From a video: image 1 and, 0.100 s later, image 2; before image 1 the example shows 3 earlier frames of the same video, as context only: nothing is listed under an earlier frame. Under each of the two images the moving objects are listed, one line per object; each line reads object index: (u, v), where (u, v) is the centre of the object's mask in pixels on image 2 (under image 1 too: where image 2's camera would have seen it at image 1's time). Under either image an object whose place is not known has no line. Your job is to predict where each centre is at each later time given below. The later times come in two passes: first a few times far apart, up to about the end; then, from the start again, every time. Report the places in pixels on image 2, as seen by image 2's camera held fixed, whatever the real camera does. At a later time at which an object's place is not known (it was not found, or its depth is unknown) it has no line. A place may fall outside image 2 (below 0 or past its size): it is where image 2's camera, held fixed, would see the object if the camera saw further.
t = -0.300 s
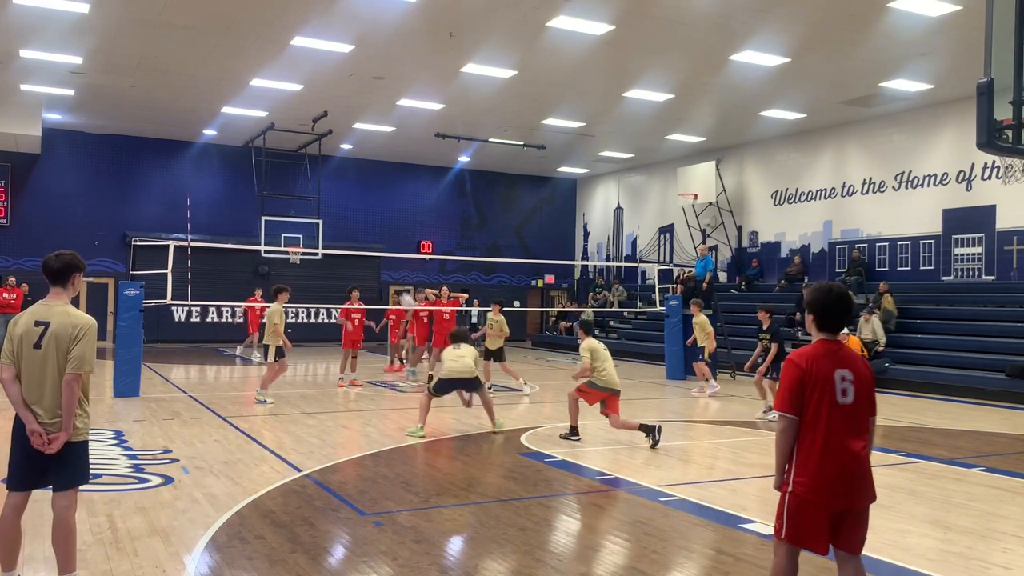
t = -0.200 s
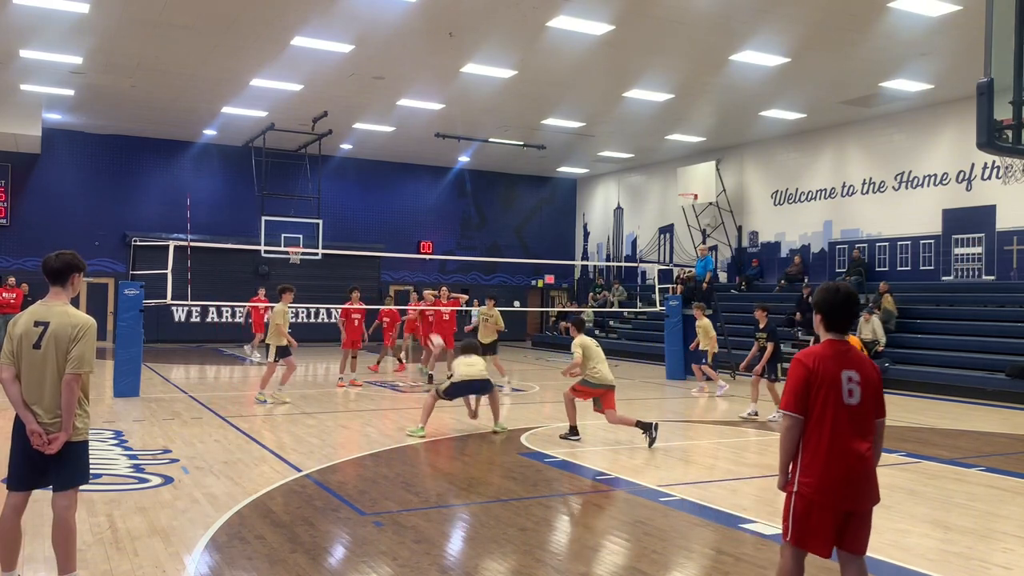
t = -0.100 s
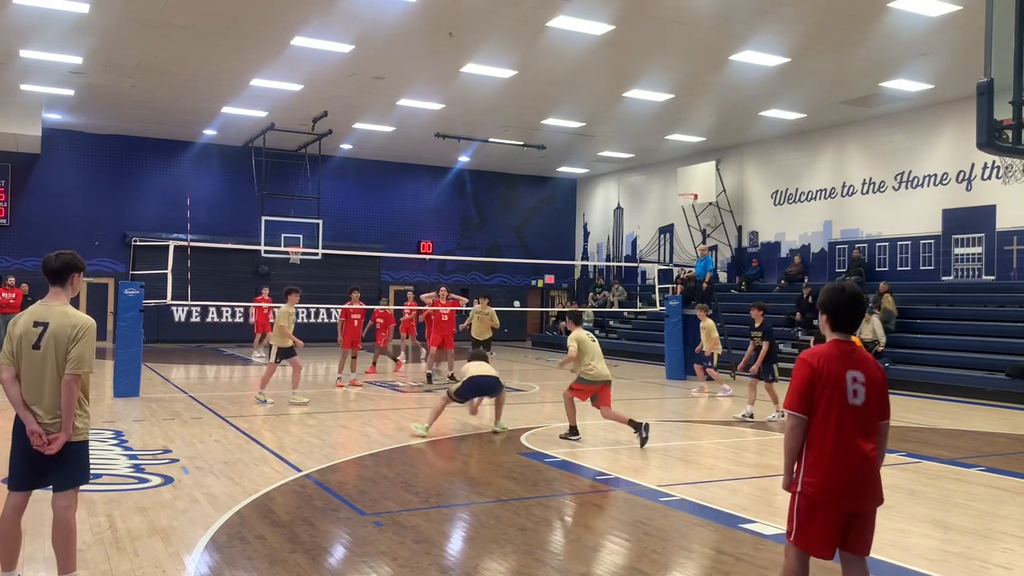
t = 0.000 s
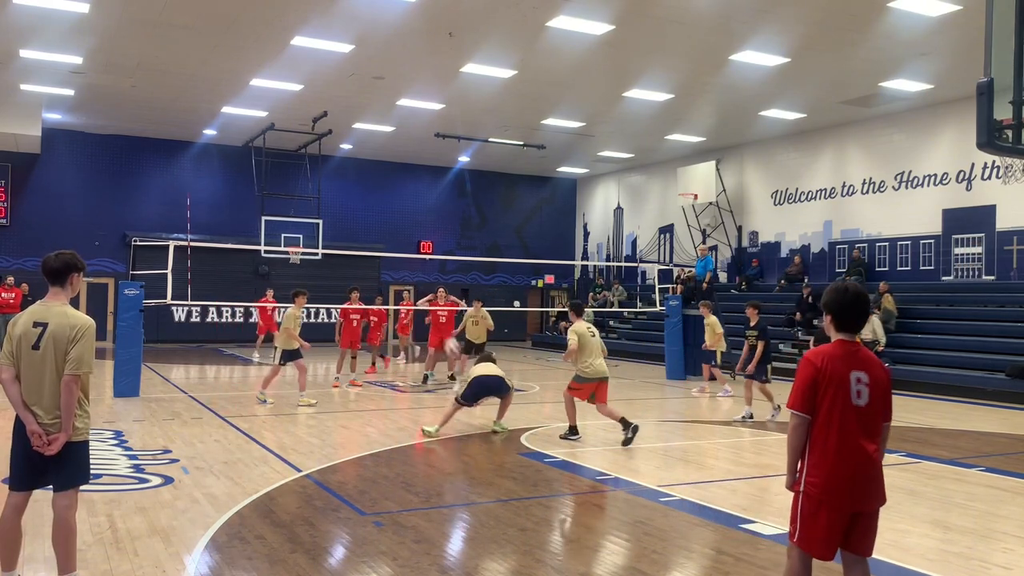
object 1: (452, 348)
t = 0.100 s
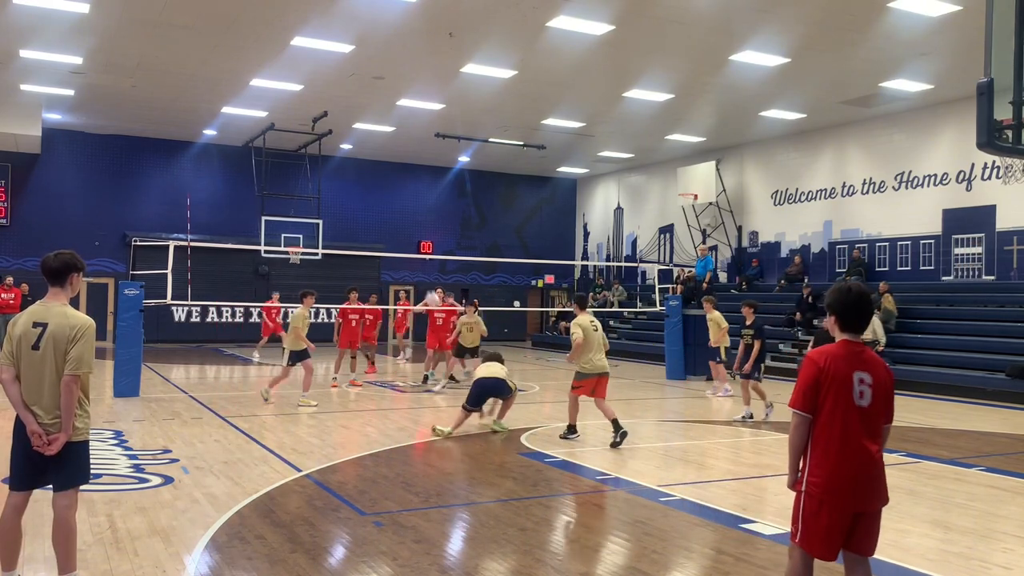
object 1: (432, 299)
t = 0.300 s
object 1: (400, 237)
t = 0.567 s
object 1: (364, 203)
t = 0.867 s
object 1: (331, 215)
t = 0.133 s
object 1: (426, 286)
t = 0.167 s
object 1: (421, 274)
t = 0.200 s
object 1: (416, 264)
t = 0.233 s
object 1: (410, 253)
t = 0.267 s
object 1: (405, 245)
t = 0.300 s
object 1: (400, 237)
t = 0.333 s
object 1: (395, 230)
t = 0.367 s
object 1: (390, 224)
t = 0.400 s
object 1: (385, 218)
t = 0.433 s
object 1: (381, 214)
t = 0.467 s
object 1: (377, 210)
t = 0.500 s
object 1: (372, 207)
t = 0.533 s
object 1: (368, 205)
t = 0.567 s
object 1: (364, 203)
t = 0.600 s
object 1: (360, 202)
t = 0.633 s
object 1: (356, 202)
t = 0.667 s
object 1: (352, 202)
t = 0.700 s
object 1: (348, 203)
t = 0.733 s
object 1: (345, 204)
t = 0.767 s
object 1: (341, 206)
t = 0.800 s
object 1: (338, 208)
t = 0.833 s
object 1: (334, 211)
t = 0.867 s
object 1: (331, 215)
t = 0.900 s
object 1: (328, 218)
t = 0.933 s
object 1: (325, 223)
